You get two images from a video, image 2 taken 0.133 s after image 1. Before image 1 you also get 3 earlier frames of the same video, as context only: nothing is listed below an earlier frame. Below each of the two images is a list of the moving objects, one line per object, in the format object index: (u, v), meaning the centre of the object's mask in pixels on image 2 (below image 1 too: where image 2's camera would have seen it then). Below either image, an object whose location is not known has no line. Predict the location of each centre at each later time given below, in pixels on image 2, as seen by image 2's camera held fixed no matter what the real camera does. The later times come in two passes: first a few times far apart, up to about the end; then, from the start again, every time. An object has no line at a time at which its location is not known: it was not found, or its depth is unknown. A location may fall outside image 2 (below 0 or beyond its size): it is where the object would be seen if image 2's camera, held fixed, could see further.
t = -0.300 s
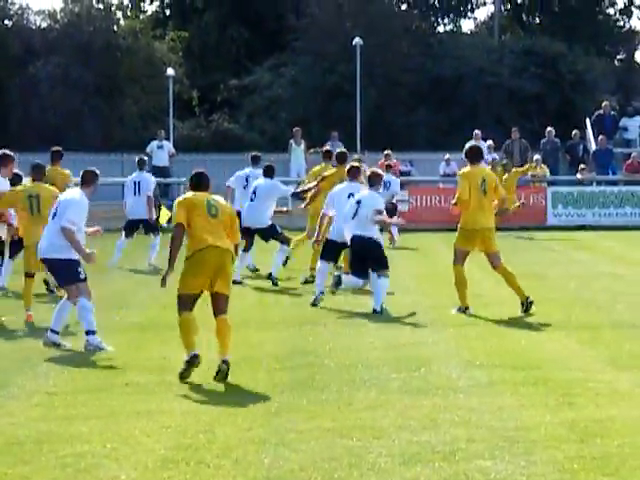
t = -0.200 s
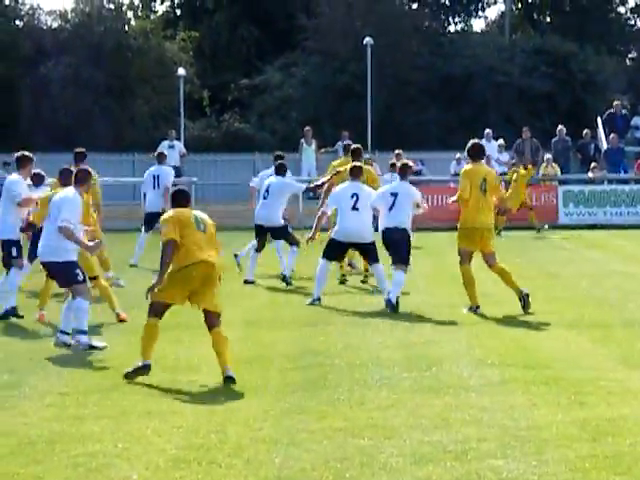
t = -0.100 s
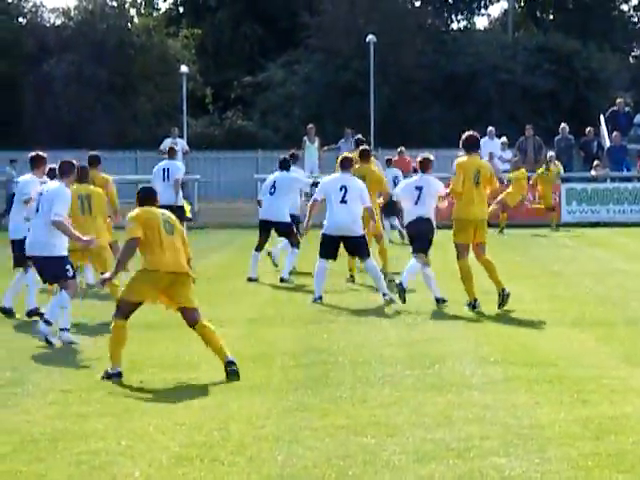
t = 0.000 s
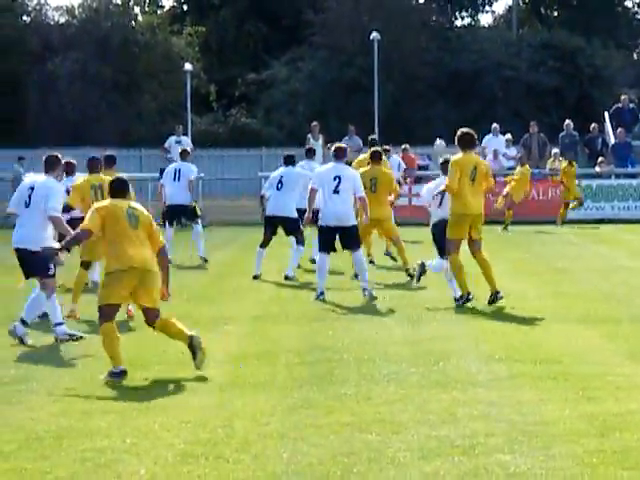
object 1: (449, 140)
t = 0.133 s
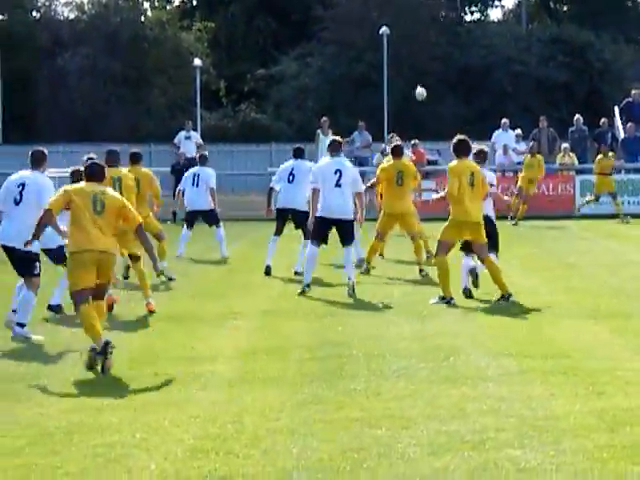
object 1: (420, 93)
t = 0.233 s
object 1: (401, 61)
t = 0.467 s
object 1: (362, -3)
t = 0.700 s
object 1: (334, -46)
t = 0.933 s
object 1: (315, -61)
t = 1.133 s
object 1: (307, -49)
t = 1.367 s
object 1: (307, 5)
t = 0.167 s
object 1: (414, 82)
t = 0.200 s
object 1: (408, 71)
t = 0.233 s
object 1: (401, 61)
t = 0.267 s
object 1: (395, 51)
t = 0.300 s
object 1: (390, 41)
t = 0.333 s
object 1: (383, 31)
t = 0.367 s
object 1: (378, 22)
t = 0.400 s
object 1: (373, 14)
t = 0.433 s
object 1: (367, 5)
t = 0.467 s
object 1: (362, -3)
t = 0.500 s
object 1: (358, -10)
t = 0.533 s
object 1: (353, -17)
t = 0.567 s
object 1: (349, -23)
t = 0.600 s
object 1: (345, -30)
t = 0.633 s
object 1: (340, -36)
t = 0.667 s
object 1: (337, -41)
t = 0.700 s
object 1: (334, -46)
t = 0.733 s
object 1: (330, -50)
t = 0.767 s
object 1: (327, -53)
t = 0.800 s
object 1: (324, -56)
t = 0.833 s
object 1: (322, -58)
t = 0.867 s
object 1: (320, -60)
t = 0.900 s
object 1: (317, -61)
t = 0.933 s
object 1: (315, -61)
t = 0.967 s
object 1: (313, -61)
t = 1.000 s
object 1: (312, -60)
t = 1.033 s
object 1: (310, -58)
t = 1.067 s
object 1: (309, -56)
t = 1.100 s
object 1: (307, -53)
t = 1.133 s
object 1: (307, -49)
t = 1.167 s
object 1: (306, -44)
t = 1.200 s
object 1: (305, -38)
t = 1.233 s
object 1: (305, -32)
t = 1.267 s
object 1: (305, -24)
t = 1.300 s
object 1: (306, -16)
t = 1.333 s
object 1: (307, -6)
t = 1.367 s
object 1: (307, 5)
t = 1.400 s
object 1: (308, 16)
